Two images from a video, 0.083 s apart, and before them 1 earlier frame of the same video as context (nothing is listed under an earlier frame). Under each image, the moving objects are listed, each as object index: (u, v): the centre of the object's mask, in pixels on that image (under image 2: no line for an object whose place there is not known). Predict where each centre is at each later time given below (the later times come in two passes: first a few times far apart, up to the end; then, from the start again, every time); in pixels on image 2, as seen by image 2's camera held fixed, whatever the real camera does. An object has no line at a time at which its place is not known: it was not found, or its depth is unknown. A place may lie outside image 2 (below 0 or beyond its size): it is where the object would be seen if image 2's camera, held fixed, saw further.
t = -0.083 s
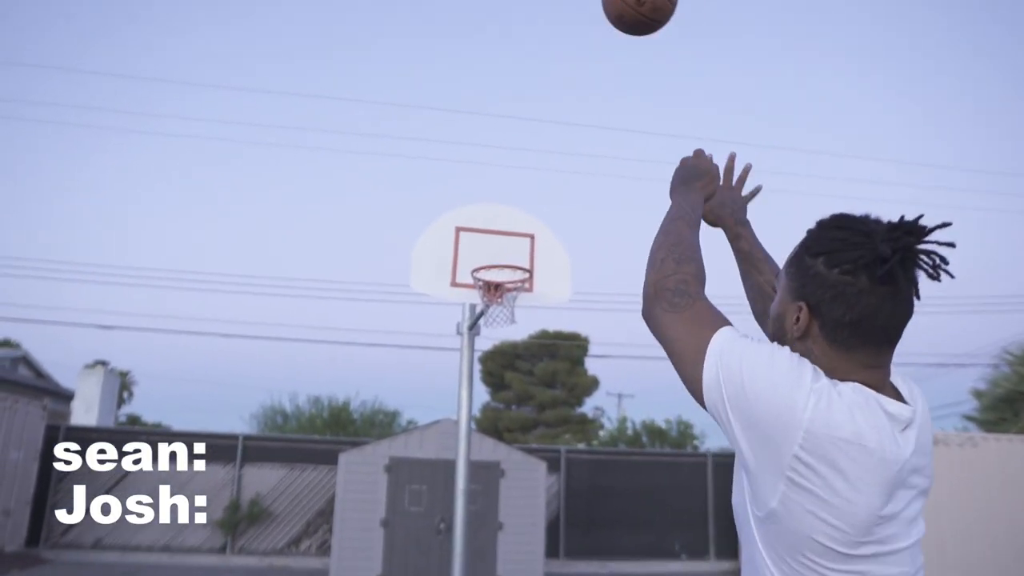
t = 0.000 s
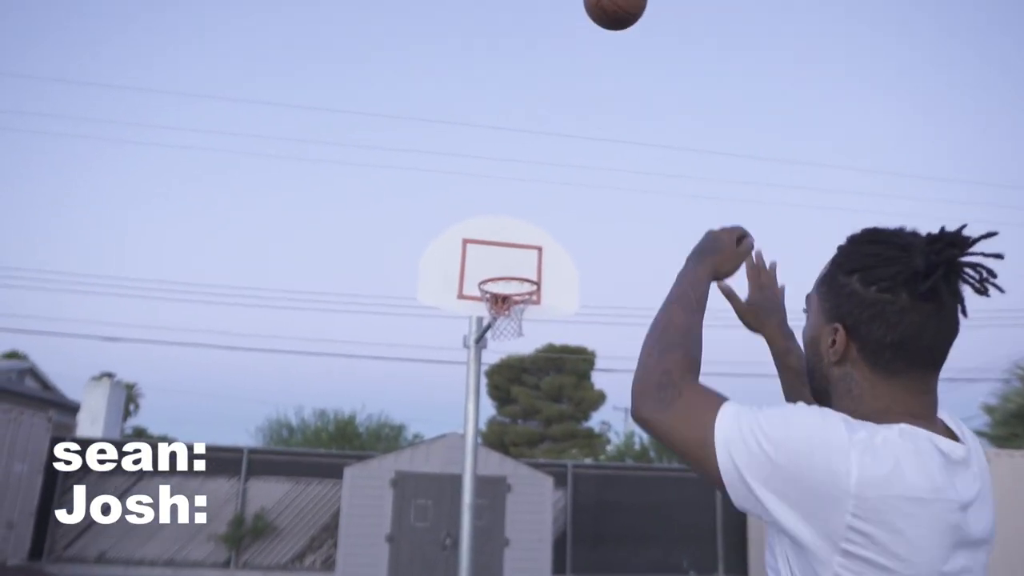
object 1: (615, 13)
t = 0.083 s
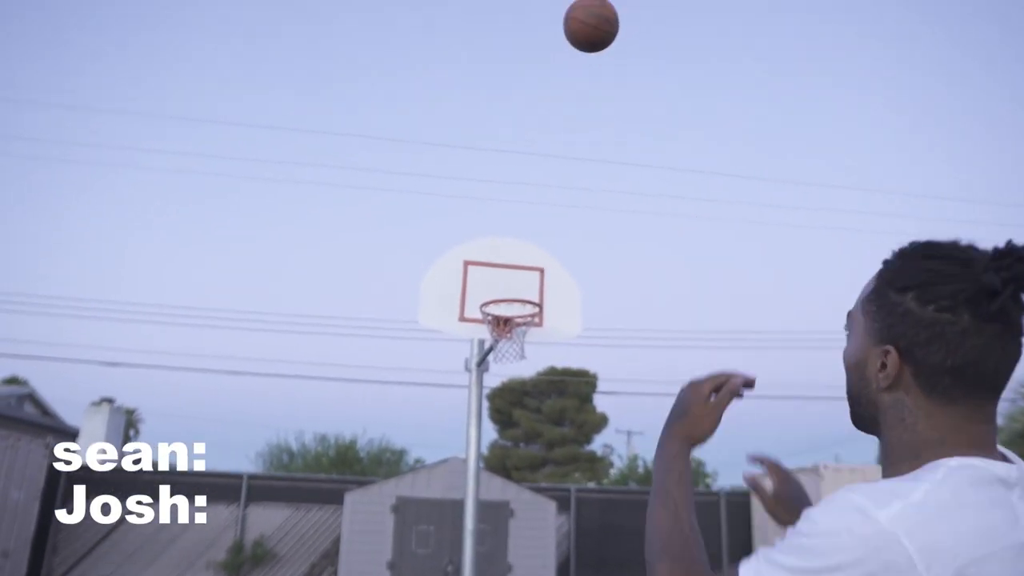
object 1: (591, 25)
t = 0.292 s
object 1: (550, 80)
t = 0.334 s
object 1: (545, 94)
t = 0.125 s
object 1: (580, 32)
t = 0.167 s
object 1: (572, 42)
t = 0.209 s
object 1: (563, 54)
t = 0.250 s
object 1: (557, 66)
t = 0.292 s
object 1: (550, 80)
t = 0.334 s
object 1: (545, 94)
